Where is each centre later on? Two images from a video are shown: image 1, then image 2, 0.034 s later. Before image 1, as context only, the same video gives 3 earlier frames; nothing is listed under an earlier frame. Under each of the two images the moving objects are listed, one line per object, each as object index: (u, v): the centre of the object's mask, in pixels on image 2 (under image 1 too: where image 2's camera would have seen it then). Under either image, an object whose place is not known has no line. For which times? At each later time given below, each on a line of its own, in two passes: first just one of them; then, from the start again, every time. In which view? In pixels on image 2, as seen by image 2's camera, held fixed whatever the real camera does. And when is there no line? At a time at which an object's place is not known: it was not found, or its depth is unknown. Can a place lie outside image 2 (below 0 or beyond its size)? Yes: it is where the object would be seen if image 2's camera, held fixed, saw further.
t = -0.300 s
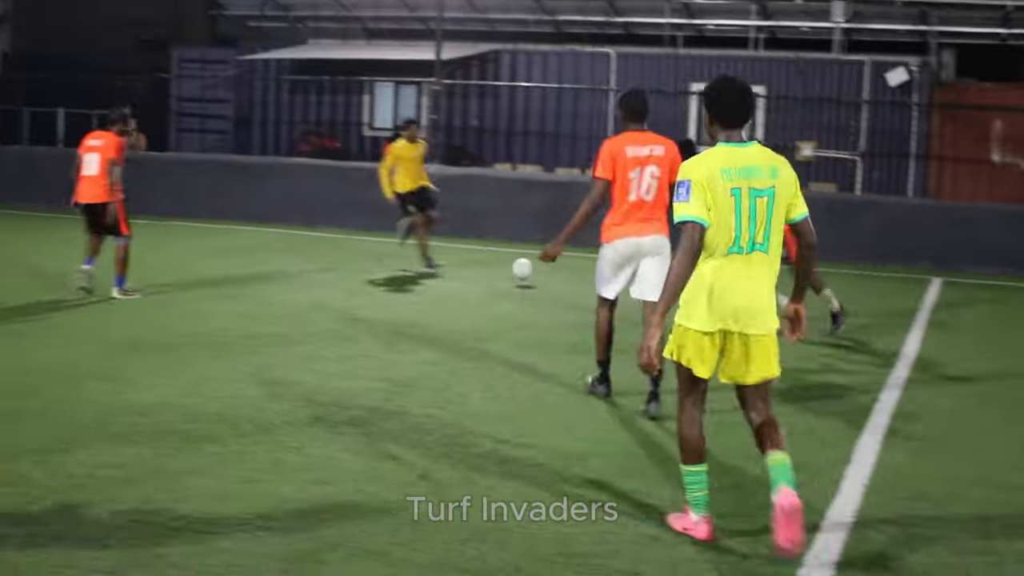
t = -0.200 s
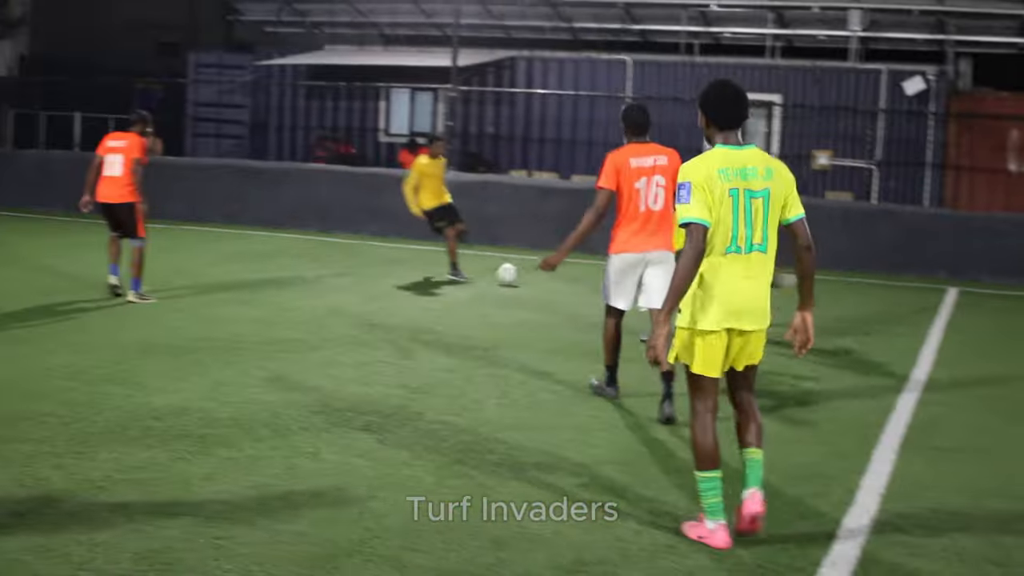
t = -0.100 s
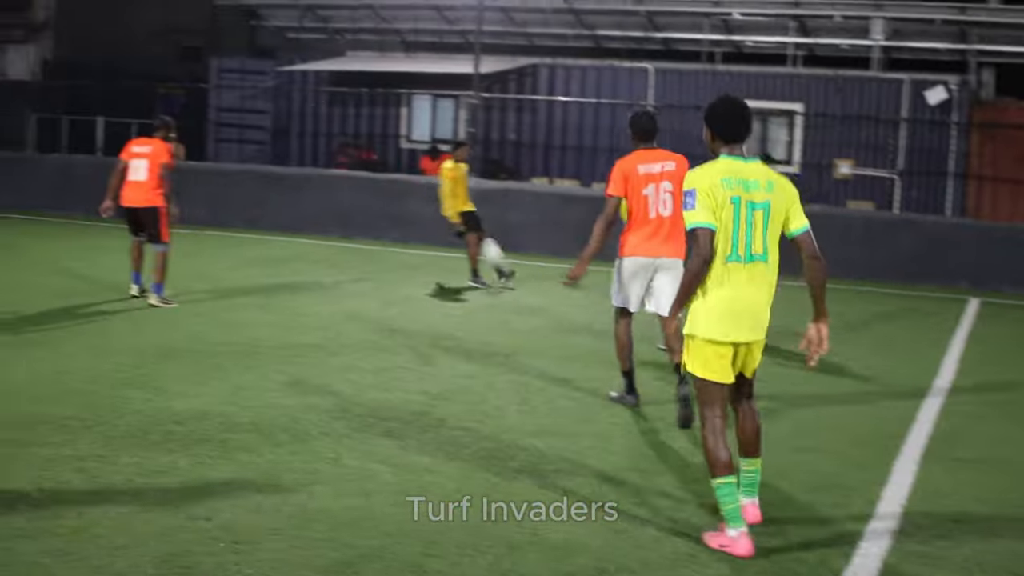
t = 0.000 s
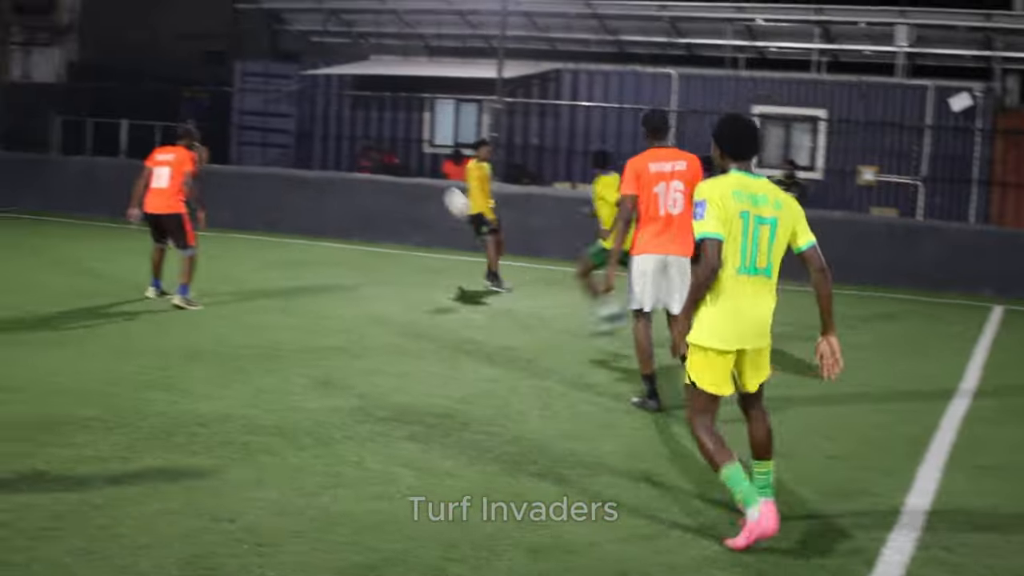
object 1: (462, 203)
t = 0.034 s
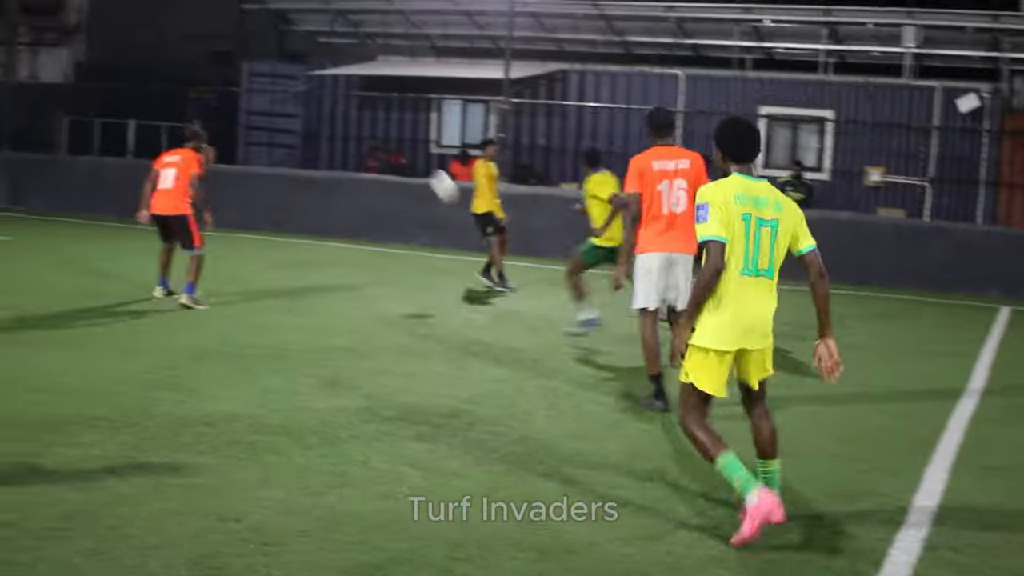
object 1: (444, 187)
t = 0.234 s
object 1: (307, 97)
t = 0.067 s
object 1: (422, 168)
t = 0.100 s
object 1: (399, 154)
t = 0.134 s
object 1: (377, 139)
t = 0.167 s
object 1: (355, 124)
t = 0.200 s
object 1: (332, 110)
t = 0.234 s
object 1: (307, 97)
